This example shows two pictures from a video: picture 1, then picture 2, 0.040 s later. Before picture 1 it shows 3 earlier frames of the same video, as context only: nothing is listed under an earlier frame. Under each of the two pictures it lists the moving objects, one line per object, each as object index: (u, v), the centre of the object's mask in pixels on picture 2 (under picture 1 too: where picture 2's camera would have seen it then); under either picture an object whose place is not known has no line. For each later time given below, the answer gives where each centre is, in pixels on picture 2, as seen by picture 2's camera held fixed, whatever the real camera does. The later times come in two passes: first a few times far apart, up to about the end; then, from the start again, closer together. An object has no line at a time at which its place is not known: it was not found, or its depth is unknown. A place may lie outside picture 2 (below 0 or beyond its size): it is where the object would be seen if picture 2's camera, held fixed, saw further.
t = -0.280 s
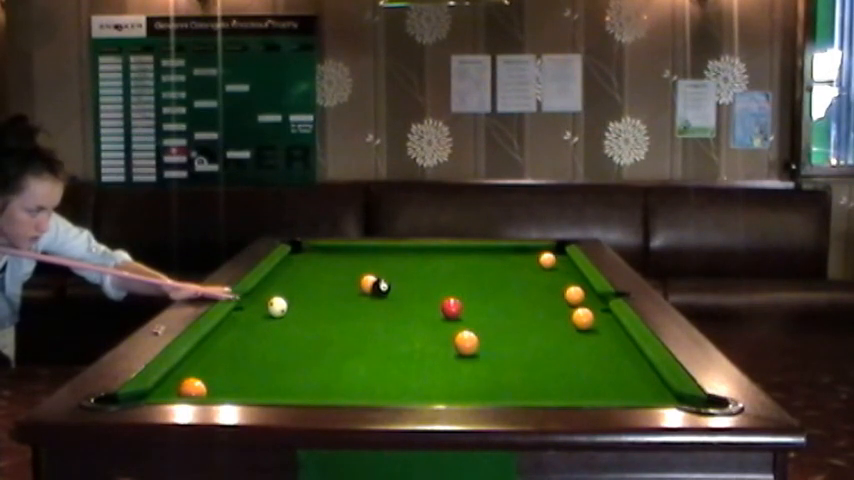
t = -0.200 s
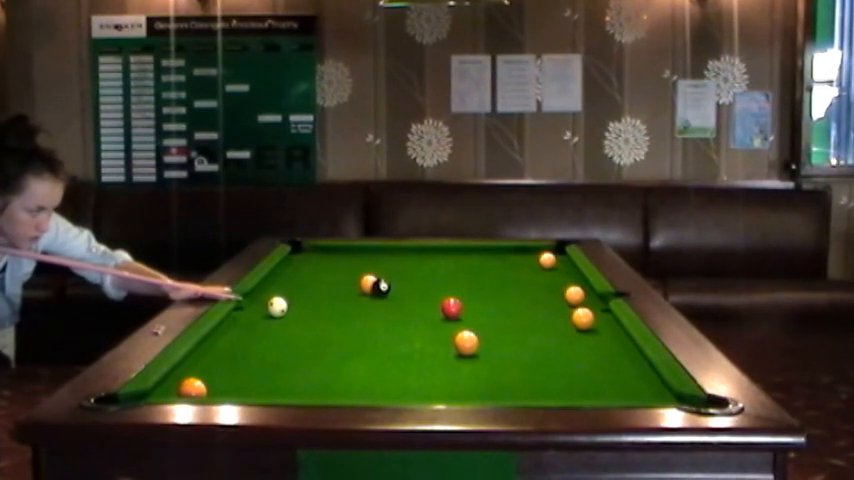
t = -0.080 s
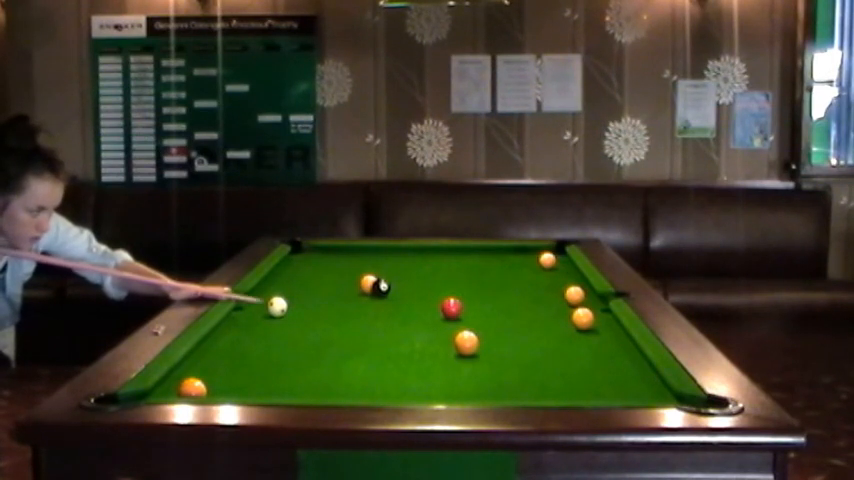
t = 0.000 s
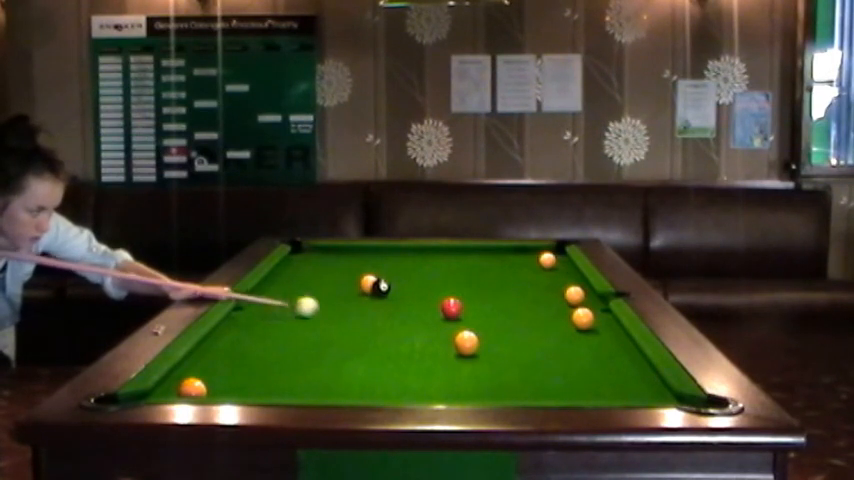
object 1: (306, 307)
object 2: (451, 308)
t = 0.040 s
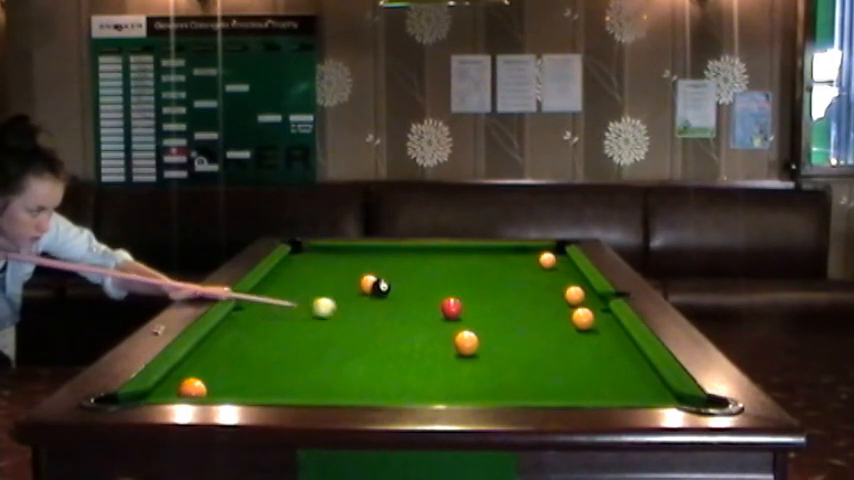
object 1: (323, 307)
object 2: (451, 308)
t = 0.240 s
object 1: (408, 308)
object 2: (451, 308)
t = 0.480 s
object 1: (446, 313)
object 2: (500, 306)
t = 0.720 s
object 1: (470, 318)
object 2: (551, 303)
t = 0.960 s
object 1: (492, 323)
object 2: (599, 300)
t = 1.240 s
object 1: (516, 328)
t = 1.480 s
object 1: (535, 331)
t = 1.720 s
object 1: (552, 334)
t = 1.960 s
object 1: (566, 337)
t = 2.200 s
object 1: (579, 339)
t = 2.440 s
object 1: (588, 340)
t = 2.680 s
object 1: (595, 342)
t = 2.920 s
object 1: (598, 342)
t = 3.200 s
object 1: (599, 343)
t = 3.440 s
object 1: (600, 343)
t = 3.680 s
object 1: (600, 342)
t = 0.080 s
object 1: (340, 307)
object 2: (451, 308)
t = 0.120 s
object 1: (357, 308)
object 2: (451, 308)
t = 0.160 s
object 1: (374, 308)
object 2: (451, 308)
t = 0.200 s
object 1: (391, 308)
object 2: (451, 308)
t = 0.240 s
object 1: (408, 308)
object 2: (451, 308)
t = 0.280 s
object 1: (425, 308)
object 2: (451, 308)
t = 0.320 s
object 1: (432, 309)
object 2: (459, 308)
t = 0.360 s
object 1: (434, 310)
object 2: (471, 307)
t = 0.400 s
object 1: (438, 312)
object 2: (482, 307)
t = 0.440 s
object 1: (442, 312)
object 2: (491, 306)
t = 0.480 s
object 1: (446, 313)
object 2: (500, 306)
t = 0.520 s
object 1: (450, 314)
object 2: (509, 305)
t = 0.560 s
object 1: (453, 315)
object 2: (517, 305)
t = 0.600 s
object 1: (458, 316)
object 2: (526, 304)
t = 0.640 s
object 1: (461, 317)
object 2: (535, 304)
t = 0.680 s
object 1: (466, 317)
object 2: (543, 304)
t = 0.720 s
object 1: (470, 318)
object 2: (551, 303)
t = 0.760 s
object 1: (473, 319)
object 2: (558, 302)
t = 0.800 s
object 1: (477, 319)
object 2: (567, 302)
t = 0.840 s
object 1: (481, 320)
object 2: (575, 301)
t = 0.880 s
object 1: (484, 321)
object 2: (584, 300)
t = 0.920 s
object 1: (489, 322)
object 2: (591, 300)
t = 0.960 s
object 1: (492, 323)
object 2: (599, 300)
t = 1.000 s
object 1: (495, 323)
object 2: (604, 300)
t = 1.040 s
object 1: (499, 324)
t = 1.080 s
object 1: (502, 325)
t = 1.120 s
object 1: (506, 326)
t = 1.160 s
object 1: (509, 326)
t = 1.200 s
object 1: (513, 327)
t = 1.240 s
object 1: (516, 328)
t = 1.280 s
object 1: (520, 328)
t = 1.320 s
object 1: (523, 329)
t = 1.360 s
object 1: (526, 329)
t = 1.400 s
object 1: (529, 330)
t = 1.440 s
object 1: (532, 330)
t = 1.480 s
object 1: (535, 331)
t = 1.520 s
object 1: (538, 331)
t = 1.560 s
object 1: (541, 332)
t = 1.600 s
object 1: (543, 333)
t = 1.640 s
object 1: (546, 333)
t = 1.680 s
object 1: (549, 334)
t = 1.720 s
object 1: (552, 334)
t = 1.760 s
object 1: (554, 335)
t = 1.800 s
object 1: (557, 335)
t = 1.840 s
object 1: (559, 336)
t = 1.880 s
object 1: (562, 336)
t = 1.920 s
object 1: (564, 337)
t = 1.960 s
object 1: (566, 337)
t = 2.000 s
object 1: (569, 337)
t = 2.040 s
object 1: (571, 338)
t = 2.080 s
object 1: (573, 338)
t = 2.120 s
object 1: (575, 338)
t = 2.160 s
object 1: (577, 339)
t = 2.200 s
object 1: (579, 339)
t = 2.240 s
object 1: (580, 339)
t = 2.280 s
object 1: (582, 340)
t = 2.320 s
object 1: (583, 340)
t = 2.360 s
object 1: (585, 340)
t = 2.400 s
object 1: (586, 340)
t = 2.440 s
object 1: (588, 340)
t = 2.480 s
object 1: (589, 341)
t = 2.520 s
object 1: (591, 341)
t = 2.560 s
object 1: (592, 341)
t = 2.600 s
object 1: (593, 341)
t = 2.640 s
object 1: (594, 341)
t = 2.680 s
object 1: (595, 342)
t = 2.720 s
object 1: (596, 342)
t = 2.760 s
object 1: (596, 342)
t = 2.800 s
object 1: (597, 342)
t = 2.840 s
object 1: (597, 342)
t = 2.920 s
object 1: (598, 342)
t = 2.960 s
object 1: (598, 342)
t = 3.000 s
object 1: (599, 342)
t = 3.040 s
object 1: (599, 343)
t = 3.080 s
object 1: (599, 343)
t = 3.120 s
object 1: (599, 343)
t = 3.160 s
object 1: (599, 343)
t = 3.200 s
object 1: (599, 343)
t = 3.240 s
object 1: (599, 343)
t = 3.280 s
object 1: (600, 343)
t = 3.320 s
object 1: (600, 343)
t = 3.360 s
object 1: (600, 343)
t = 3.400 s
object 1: (600, 343)
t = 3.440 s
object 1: (600, 343)
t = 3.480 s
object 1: (600, 343)
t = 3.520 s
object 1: (600, 343)
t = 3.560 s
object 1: (600, 343)
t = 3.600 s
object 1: (600, 343)
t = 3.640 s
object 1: (600, 343)
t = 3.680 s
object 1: (600, 342)
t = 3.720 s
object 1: (600, 342)
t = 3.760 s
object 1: (599, 342)
